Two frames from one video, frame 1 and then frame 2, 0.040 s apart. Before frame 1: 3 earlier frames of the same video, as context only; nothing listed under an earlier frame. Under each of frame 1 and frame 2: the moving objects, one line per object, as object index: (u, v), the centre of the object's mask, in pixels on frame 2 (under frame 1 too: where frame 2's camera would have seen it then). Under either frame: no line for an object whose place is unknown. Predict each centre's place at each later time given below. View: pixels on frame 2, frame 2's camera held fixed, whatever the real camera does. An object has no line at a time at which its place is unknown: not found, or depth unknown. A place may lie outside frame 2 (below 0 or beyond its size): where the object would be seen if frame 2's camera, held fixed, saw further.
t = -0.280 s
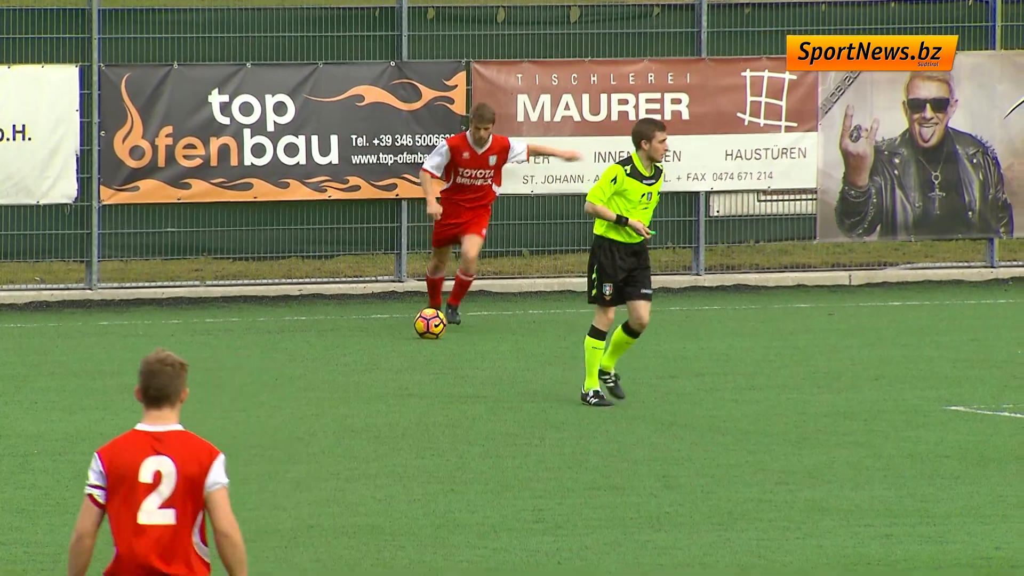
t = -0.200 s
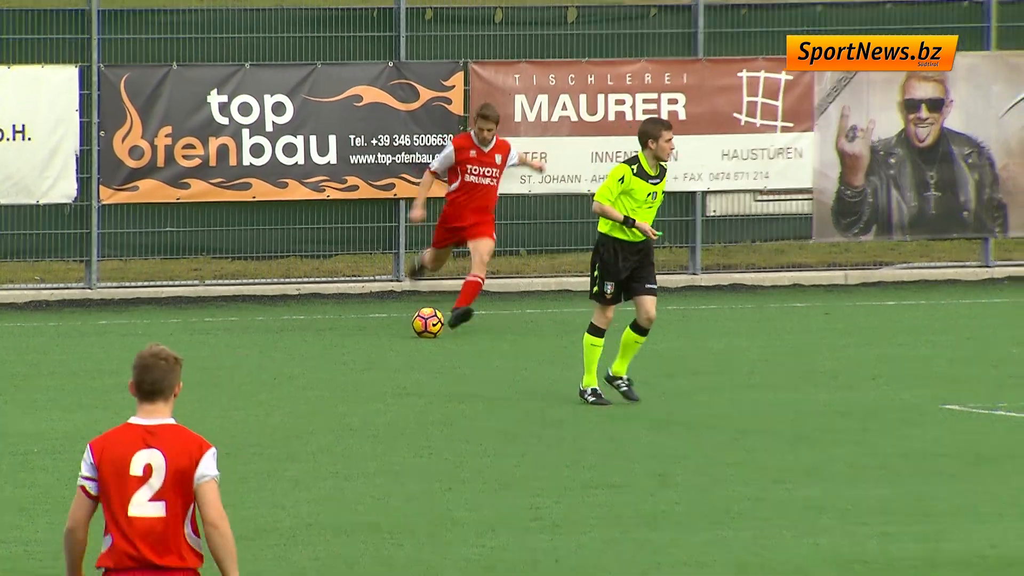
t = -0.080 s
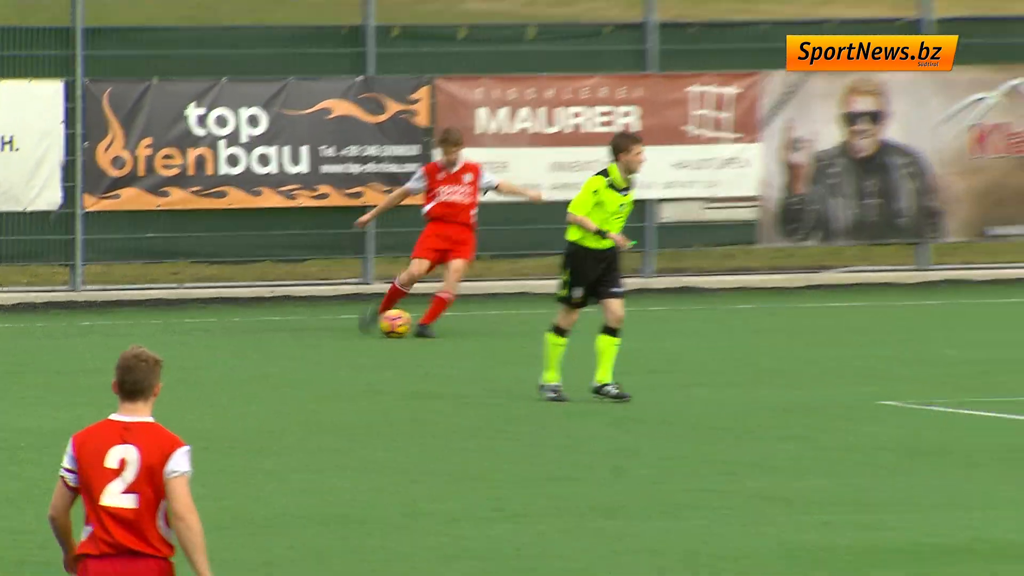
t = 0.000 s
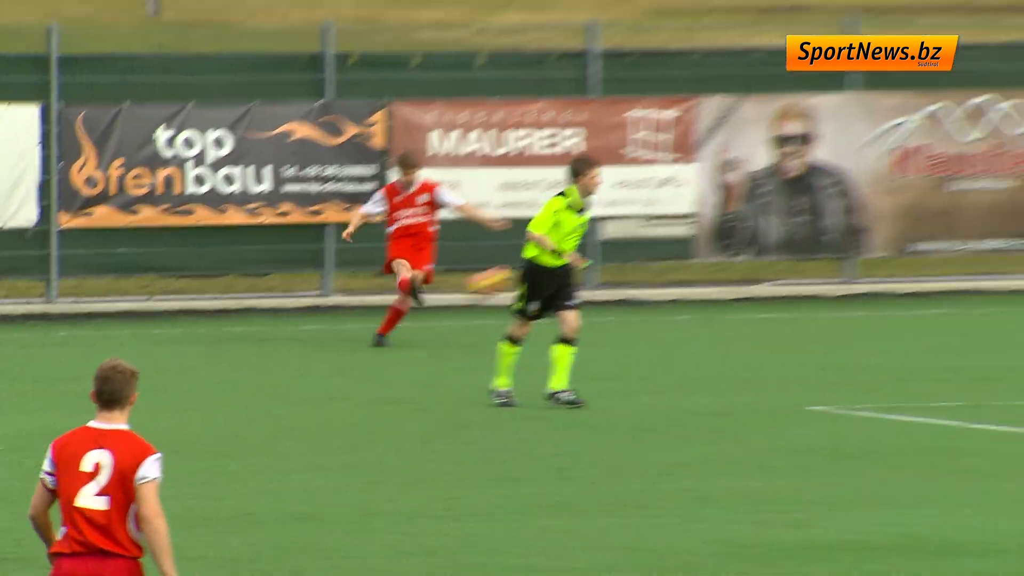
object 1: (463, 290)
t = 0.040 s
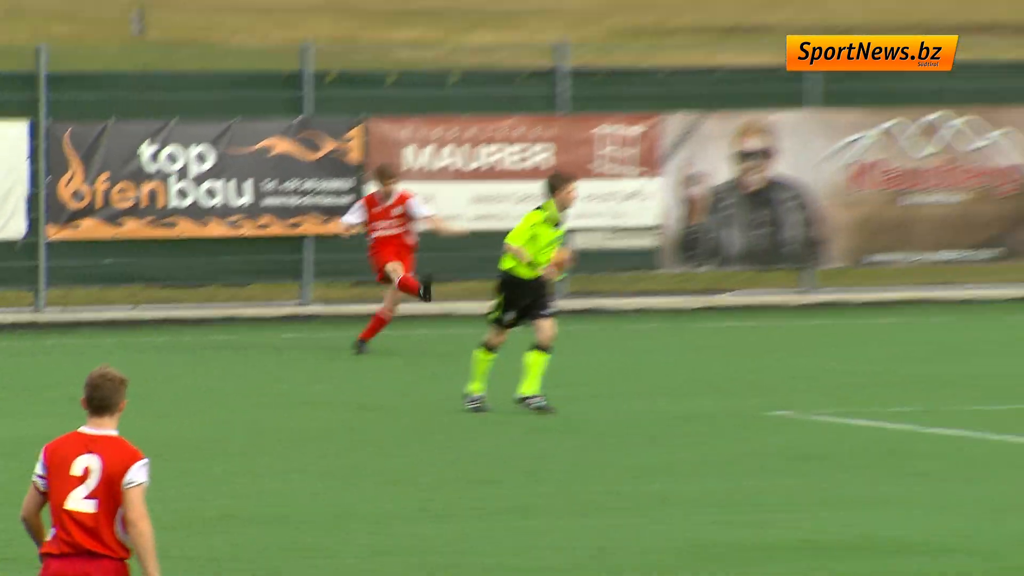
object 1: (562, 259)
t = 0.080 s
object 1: (645, 229)
